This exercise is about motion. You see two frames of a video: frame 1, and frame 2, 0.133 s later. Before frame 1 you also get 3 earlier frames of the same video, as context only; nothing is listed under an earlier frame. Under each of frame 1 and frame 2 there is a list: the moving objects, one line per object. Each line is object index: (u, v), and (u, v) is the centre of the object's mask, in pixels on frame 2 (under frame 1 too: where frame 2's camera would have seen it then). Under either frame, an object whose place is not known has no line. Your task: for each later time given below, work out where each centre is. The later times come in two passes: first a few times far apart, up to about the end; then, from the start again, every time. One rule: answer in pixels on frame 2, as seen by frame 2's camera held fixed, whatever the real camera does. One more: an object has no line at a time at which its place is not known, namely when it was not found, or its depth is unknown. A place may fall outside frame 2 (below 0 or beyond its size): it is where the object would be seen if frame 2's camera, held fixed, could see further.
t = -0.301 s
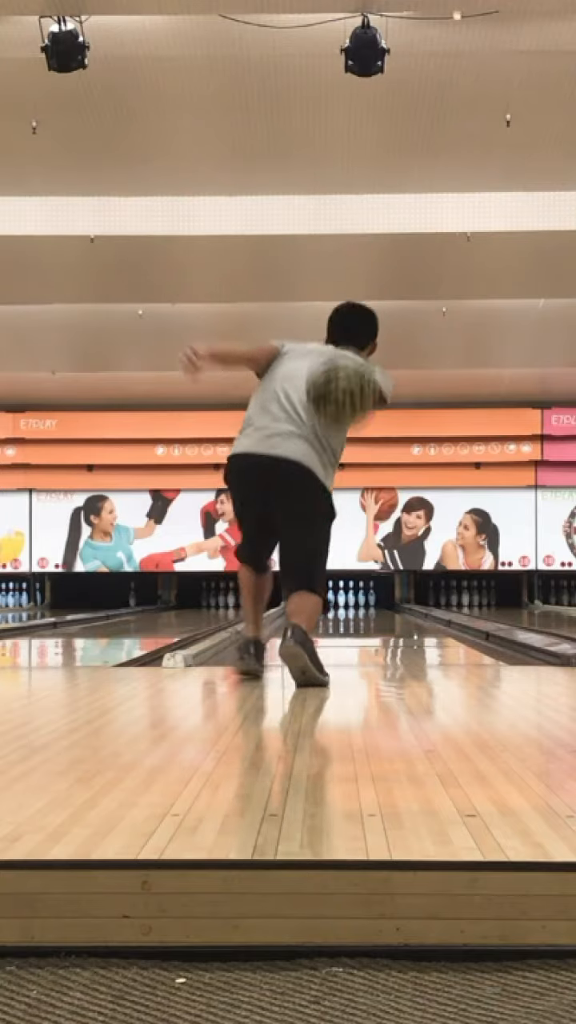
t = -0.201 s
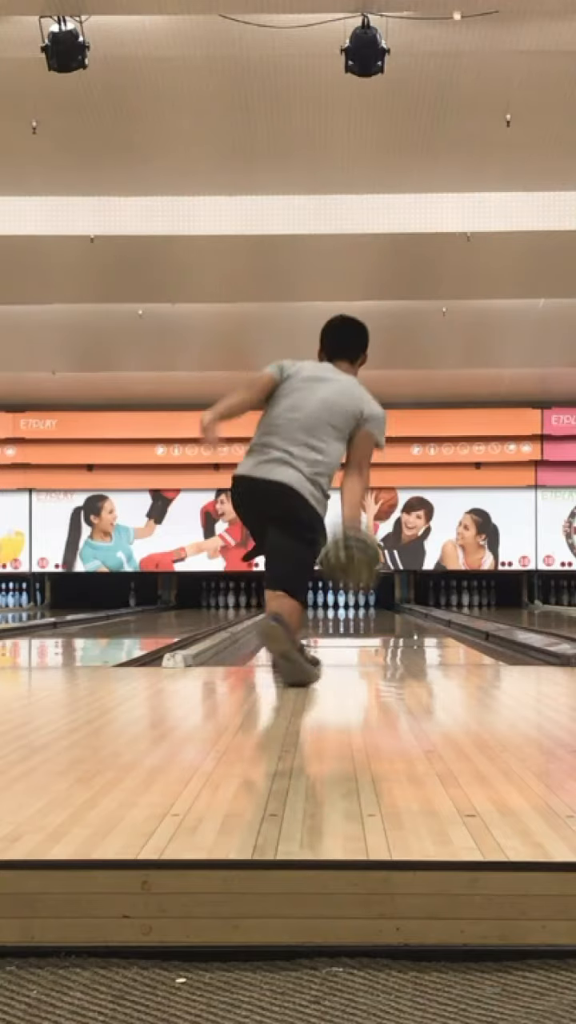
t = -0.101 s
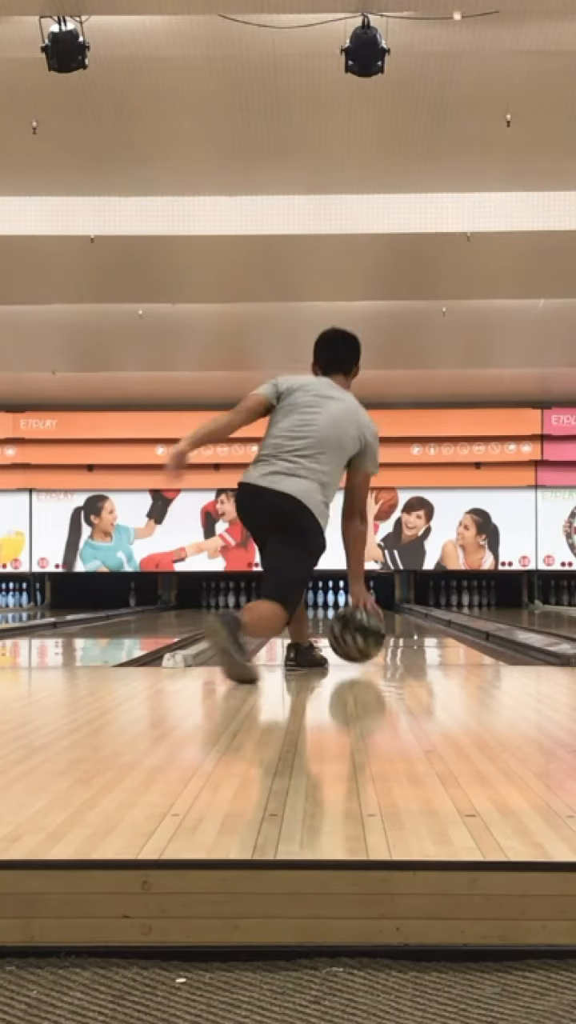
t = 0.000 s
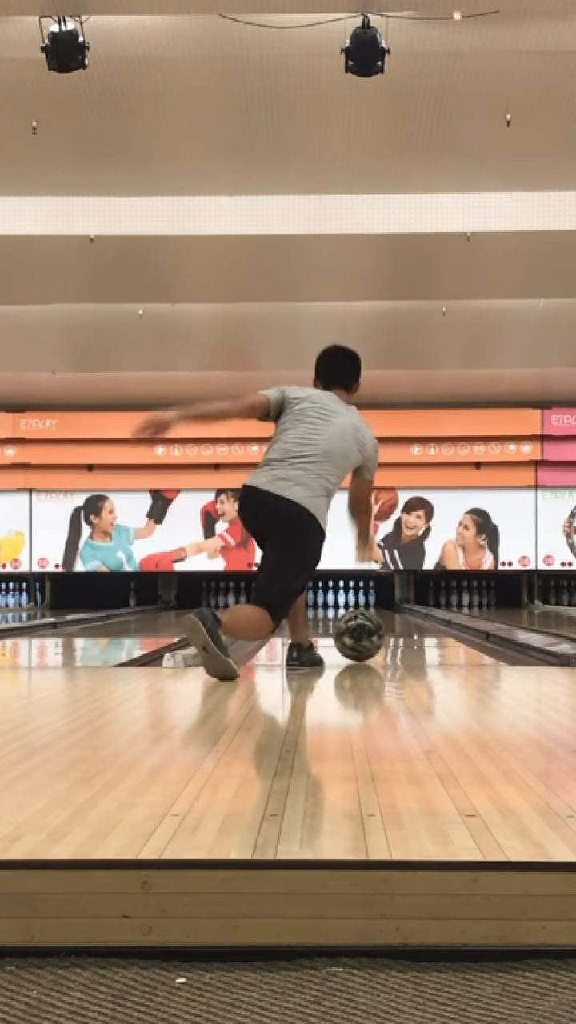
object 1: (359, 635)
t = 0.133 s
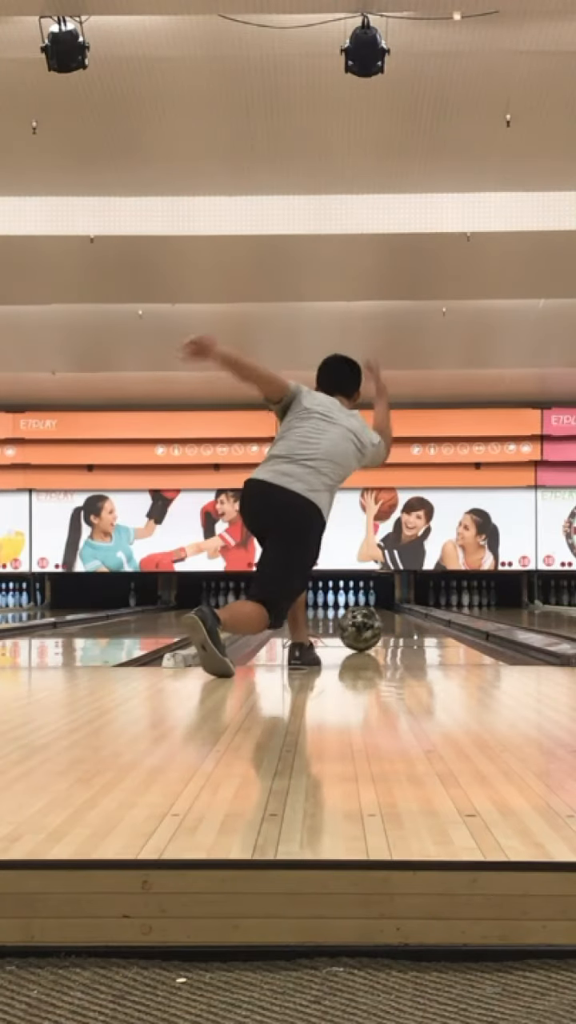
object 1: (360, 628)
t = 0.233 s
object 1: (360, 624)
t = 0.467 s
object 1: (362, 618)
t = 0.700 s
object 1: (362, 615)
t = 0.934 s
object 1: (361, 609)
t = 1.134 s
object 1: (363, 607)
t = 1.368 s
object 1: (362, 604)
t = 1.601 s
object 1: (362, 602)
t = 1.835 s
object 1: (362, 601)
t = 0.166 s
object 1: (360, 627)
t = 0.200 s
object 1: (361, 626)
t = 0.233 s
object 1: (360, 624)
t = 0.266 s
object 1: (361, 623)
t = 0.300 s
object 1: (361, 622)
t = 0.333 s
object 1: (361, 621)
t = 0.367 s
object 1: (362, 620)
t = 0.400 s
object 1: (361, 619)
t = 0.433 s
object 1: (361, 619)
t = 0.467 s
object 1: (362, 618)
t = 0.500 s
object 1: (362, 617)
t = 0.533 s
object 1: (362, 616)
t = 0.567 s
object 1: (362, 615)
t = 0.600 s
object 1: (362, 615)
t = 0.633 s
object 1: (362, 615)
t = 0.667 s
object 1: (362, 615)
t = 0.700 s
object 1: (362, 615)
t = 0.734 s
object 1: (365, 614)
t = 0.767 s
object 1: (351, 615)
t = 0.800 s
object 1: (361, 611)
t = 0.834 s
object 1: (362, 612)
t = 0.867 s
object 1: (362, 611)
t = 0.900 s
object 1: (362, 610)
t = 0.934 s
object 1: (361, 609)
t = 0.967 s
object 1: (362, 609)
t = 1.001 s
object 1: (362, 608)
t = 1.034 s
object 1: (362, 608)
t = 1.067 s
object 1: (363, 608)
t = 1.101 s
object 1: (363, 607)
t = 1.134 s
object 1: (363, 607)
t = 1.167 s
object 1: (363, 607)
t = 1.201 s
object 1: (363, 607)
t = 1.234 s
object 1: (363, 607)
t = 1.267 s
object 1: (362, 606)
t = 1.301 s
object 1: (363, 605)
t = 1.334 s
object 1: (363, 605)
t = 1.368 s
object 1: (362, 604)
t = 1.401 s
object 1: (362, 605)
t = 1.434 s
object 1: (362, 605)
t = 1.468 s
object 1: (362, 604)
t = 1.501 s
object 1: (362, 604)
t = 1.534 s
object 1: (362, 604)
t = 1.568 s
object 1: (362, 603)
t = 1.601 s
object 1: (362, 602)
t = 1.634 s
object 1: (362, 602)
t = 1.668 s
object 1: (362, 602)
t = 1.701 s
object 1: (362, 602)
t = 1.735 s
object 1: (362, 602)
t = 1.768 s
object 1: (362, 602)
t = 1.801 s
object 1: (362, 601)
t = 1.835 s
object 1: (362, 601)
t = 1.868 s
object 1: (362, 602)
